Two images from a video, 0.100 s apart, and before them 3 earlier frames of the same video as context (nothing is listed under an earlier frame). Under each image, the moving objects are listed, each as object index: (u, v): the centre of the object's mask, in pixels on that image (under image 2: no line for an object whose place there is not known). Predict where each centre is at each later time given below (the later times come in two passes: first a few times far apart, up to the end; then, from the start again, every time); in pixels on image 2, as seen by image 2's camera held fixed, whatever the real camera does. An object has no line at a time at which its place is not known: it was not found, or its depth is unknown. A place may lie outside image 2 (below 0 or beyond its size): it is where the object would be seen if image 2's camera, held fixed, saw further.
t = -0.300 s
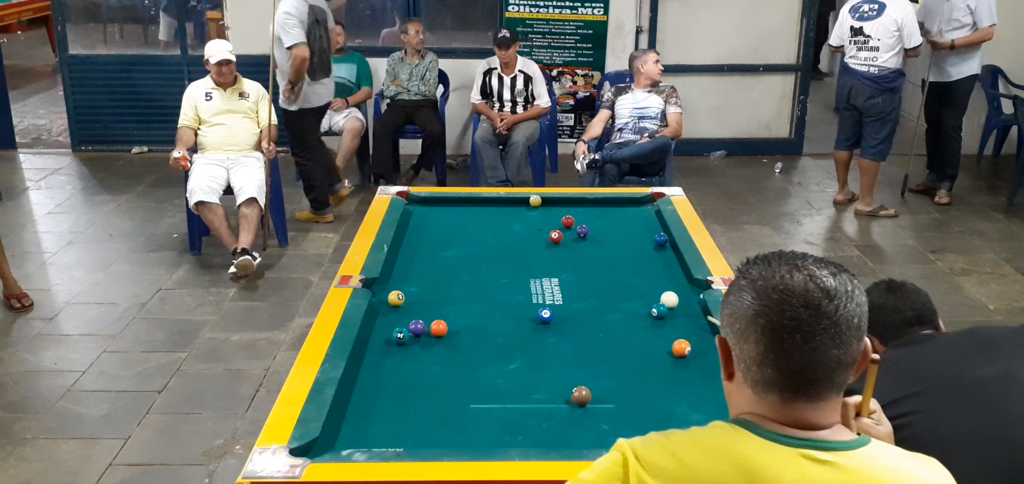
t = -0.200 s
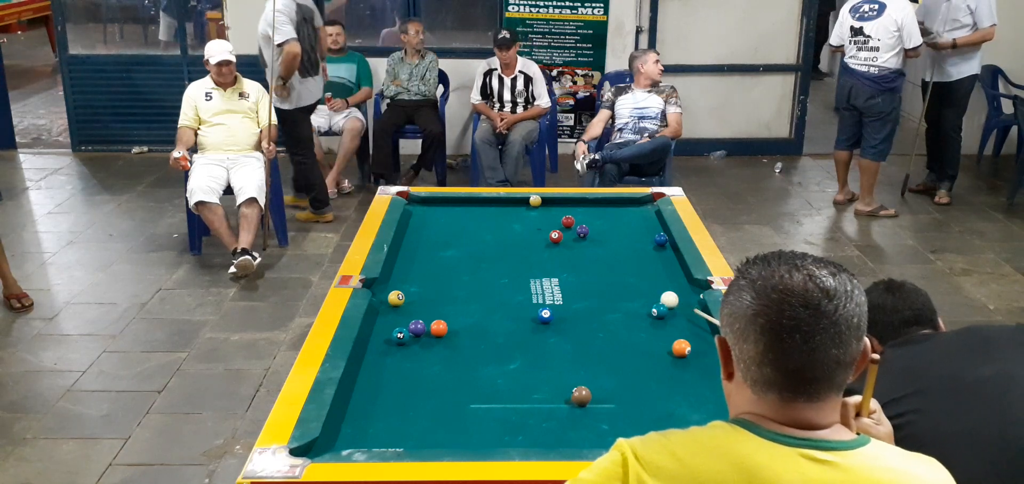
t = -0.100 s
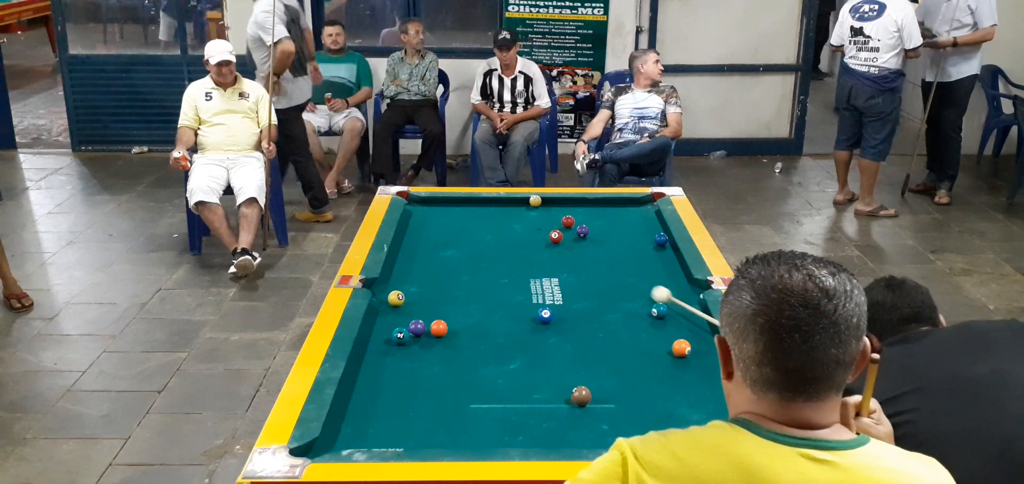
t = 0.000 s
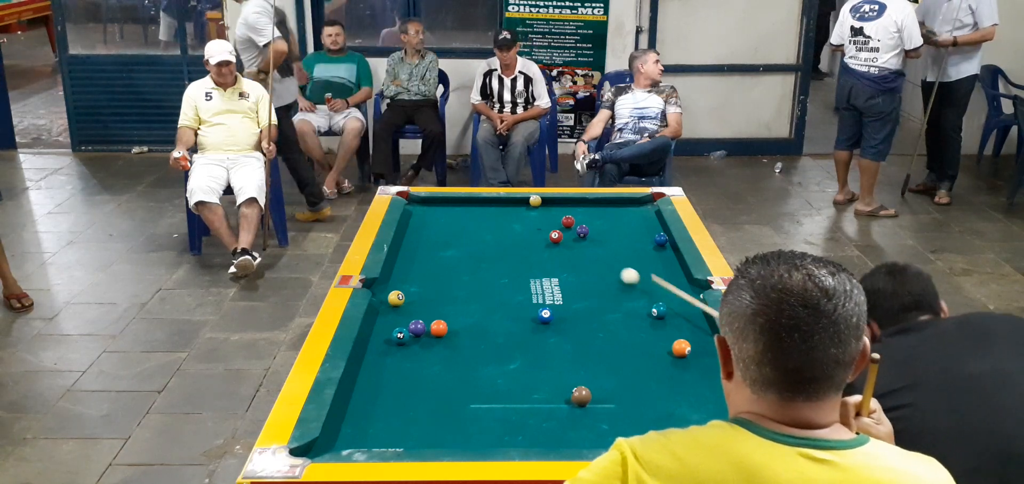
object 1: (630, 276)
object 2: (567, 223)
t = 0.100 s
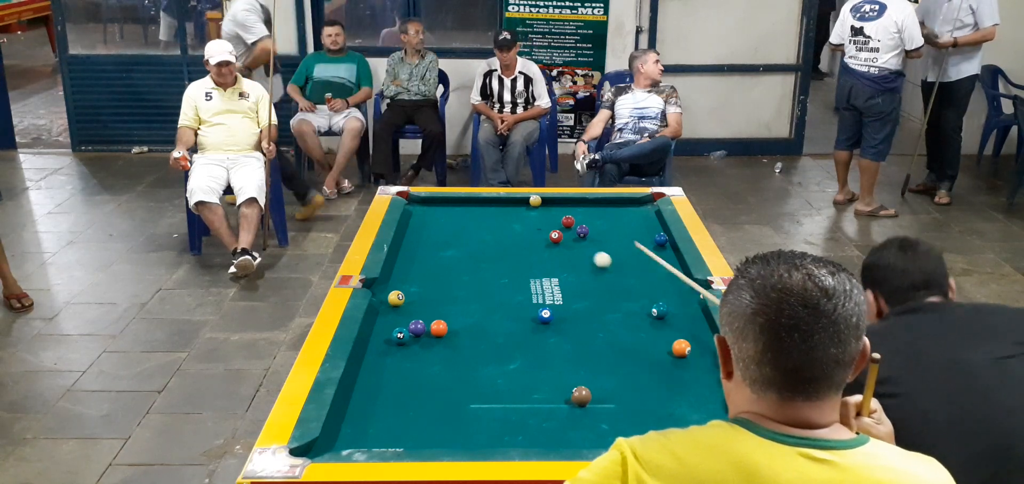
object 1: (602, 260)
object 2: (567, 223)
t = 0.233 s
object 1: (570, 241)
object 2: (567, 223)
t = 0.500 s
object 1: (564, 224)
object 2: (571, 217)
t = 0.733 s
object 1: (557, 217)
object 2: (573, 207)
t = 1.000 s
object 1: (549, 211)
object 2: (578, 204)
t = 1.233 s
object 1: (543, 206)
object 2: (582, 209)
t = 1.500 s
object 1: (541, 204)
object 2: (587, 216)
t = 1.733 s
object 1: (541, 204)
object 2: (591, 220)
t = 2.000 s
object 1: (541, 204)
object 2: (595, 224)
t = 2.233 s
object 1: (541, 204)
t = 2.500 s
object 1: (542, 202)
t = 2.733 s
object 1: (541, 204)
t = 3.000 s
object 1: (541, 204)
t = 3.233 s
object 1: (541, 204)
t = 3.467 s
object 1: (541, 204)
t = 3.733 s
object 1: (541, 204)
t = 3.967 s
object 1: (541, 204)
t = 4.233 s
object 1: (541, 204)
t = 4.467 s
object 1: (541, 204)
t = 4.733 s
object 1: (541, 204)
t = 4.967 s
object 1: (541, 204)
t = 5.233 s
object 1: (541, 204)
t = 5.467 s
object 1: (541, 204)
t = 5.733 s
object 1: (541, 204)
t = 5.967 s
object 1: (541, 204)
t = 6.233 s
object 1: (541, 204)
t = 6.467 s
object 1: (541, 204)
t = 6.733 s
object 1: (541, 204)
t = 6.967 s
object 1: (541, 204)
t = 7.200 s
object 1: (541, 204)
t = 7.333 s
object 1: (541, 204)
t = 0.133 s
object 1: (594, 255)
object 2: (567, 223)
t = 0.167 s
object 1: (585, 250)
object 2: (567, 223)
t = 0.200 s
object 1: (577, 245)
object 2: (567, 223)
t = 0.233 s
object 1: (570, 241)
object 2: (567, 223)
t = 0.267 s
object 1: (567, 237)
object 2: (567, 223)
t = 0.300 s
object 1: (568, 236)
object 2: (567, 222)
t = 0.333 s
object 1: (568, 233)
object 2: (567, 222)
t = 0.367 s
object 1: (568, 231)
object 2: (568, 220)
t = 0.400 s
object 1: (567, 229)
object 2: (568, 219)
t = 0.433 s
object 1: (567, 226)
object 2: (569, 219)
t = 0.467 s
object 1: (566, 225)
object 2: (570, 218)
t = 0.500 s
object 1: (564, 224)
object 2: (571, 217)
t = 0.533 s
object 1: (563, 223)
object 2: (571, 216)
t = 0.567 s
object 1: (562, 222)
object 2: (571, 215)
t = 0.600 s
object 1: (561, 221)
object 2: (571, 213)
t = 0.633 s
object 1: (560, 220)
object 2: (571, 212)
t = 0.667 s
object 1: (559, 219)
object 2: (572, 210)
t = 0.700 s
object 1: (558, 218)
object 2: (572, 209)
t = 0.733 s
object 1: (557, 217)
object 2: (573, 207)
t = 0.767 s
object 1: (556, 216)
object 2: (574, 205)
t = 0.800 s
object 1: (555, 215)
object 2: (574, 204)
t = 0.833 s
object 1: (554, 215)
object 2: (574, 203)
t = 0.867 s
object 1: (553, 214)
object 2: (575, 202)
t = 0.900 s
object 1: (552, 213)
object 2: (576, 202)
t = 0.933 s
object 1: (551, 212)
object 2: (576, 203)
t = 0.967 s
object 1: (550, 211)
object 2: (577, 203)
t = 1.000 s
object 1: (549, 211)
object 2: (578, 204)
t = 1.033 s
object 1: (548, 210)
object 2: (578, 205)
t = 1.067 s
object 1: (547, 209)
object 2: (579, 206)
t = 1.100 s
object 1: (546, 208)
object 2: (580, 207)
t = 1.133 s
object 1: (546, 208)
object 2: (580, 207)
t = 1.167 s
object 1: (545, 207)
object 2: (581, 208)
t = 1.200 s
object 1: (544, 207)
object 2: (582, 209)
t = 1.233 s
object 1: (543, 206)
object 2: (582, 209)
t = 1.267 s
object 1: (542, 205)
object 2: (583, 210)
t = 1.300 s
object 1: (542, 205)
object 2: (583, 211)
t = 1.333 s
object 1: (541, 204)
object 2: (584, 211)
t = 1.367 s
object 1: (540, 204)
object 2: (585, 212)
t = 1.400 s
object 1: (541, 204)
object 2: (585, 214)
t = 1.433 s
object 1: (541, 204)
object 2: (586, 214)
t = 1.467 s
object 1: (541, 204)
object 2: (586, 214)
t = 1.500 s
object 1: (541, 204)
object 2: (587, 216)
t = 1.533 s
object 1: (541, 204)
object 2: (587, 216)
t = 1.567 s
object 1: (541, 204)
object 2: (588, 217)
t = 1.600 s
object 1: (541, 204)
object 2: (589, 217)
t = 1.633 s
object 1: (541, 204)
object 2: (589, 218)
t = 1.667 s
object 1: (541, 204)
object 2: (589, 219)
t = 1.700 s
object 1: (541, 204)
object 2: (590, 220)
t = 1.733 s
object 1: (541, 204)
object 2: (591, 220)
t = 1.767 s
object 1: (541, 204)
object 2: (591, 220)
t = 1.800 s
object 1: (541, 204)
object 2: (591, 221)
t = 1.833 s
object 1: (541, 204)
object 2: (592, 222)
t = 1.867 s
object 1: (541, 204)
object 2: (592, 222)
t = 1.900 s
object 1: (541, 204)
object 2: (593, 223)
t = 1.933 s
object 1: (541, 204)
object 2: (594, 223)
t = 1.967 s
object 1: (541, 204)
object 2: (594, 224)
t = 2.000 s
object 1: (541, 204)
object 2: (595, 224)
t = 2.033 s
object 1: (541, 204)
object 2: (595, 225)
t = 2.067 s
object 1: (541, 204)
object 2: (595, 225)
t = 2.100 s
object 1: (541, 204)
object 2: (596, 226)
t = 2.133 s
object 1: (541, 204)
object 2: (596, 226)
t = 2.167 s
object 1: (541, 204)
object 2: (596, 224)
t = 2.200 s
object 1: (541, 204)
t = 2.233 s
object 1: (541, 204)
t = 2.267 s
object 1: (541, 204)
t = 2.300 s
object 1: (541, 204)
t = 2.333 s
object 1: (541, 204)
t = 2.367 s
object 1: (541, 204)
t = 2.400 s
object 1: (541, 204)
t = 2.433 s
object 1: (541, 204)
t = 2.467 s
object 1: (541, 203)
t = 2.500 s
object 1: (542, 202)
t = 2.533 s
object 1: (542, 202)
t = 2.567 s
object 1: (541, 203)
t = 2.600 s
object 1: (541, 204)
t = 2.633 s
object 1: (541, 204)
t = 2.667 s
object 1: (541, 204)
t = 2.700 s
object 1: (541, 204)
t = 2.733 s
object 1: (541, 204)
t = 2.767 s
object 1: (541, 204)
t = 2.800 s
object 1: (541, 204)
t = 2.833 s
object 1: (541, 204)
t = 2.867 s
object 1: (541, 204)
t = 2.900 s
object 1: (541, 204)
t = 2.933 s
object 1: (541, 204)
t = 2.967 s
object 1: (541, 204)
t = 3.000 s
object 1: (541, 204)
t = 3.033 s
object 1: (541, 204)
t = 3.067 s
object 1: (541, 204)
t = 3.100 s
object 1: (541, 204)
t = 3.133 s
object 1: (541, 204)
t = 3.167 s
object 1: (541, 204)
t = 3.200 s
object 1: (541, 204)
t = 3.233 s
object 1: (541, 204)
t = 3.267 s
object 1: (541, 204)
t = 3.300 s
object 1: (541, 204)
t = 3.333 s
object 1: (541, 204)
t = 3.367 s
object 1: (541, 204)
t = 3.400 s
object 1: (541, 204)
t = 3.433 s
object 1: (541, 204)
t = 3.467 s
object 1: (541, 204)
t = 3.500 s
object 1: (541, 204)
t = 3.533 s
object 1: (541, 204)
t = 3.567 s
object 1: (541, 204)
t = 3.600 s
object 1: (541, 204)
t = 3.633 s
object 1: (541, 204)
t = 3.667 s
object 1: (541, 204)
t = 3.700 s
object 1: (541, 204)
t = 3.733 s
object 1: (541, 204)
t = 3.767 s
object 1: (541, 204)
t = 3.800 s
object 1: (541, 204)
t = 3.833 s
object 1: (541, 204)
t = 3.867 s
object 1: (541, 204)
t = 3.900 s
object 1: (541, 204)
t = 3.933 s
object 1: (541, 204)
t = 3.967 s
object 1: (541, 204)
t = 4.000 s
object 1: (541, 204)
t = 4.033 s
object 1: (541, 204)
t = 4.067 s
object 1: (541, 204)
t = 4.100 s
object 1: (541, 204)
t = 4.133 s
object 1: (541, 204)
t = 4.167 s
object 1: (541, 204)
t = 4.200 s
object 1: (541, 204)
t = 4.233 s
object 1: (541, 204)
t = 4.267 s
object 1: (541, 204)
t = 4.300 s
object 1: (541, 204)
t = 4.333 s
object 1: (541, 204)
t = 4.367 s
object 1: (541, 204)
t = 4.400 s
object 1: (541, 204)
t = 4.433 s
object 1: (541, 204)
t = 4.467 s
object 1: (541, 204)
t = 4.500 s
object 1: (541, 204)
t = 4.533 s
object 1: (541, 204)
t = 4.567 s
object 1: (541, 204)
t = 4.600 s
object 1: (541, 204)
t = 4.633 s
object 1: (541, 204)
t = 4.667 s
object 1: (541, 204)
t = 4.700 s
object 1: (541, 204)
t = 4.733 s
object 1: (541, 204)
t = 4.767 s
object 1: (541, 204)
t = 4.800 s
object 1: (541, 204)
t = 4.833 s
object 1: (541, 204)
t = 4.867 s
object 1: (541, 204)
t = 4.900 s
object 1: (541, 204)
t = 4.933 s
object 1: (541, 204)
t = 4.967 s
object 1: (541, 204)
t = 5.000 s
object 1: (541, 204)
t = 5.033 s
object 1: (541, 204)
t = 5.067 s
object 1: (541, 204)
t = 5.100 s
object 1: (541, 204)
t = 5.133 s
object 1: (541, 204)
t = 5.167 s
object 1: (541, 204)
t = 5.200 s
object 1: (541, 204)
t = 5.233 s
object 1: (541, 204)
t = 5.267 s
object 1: (541, 204)
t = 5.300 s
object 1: (541, 204)
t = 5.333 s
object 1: (541, 204)
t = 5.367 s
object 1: (541, 204)
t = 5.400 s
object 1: (541, 204)
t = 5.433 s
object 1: (541, 204)
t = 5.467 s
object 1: (541, 204)
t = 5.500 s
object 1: (541, 204)
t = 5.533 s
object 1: (541, 204)
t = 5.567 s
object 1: (541, 204)
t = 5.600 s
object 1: (541, 204)
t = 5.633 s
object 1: (541, 204)
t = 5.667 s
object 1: (541, 204)
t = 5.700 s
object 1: (541, 204)
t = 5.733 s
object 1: (541, 204)
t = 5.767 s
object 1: (541, 204)
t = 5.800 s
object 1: (541, 204)
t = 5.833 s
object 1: (541, 204)
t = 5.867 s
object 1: (541, 204)
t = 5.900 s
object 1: (541, 204)
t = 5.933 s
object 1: (541, 204)
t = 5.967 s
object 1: (541, 204)
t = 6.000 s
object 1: (541, 204)
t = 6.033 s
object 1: (541, 204)
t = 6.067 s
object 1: (541, 204)
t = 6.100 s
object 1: (541, 204)
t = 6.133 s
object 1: (541, 204)
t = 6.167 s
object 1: (541, 204)
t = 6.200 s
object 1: (541, 204)
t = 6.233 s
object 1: (541, 204)
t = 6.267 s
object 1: (541, 204)
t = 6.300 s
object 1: (541, 204)
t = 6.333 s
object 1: (541, 204)
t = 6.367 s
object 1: (541, 204)
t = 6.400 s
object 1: (541, 204)
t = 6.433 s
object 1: (541, 204)
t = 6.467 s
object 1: (541, 204)
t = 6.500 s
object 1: (541, 204)
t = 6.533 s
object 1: (541, 204)
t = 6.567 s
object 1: (541, 204)
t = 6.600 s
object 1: (541, 204)
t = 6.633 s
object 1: (541, 204)
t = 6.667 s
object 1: (541, 204)
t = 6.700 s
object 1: (541, 204)
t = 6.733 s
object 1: (541, 204)
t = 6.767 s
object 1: (541, 204)
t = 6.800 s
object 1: (541, 204)
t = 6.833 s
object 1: (541, 204)
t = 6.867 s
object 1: (541, 204)
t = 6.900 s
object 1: (541, 204)
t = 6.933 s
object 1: (541, 204)
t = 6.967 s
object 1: (541, 204)
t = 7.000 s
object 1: (541, 204)
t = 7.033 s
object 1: (541, 204)
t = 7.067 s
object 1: (541, 204)
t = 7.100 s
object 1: (541, 204)
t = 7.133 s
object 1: (541, 204)
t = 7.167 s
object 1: (541, 204)
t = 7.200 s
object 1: (541, 204)
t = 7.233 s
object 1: (541, 204)
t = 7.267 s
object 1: (541, 204)
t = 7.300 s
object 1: (541, 204)
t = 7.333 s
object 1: (541, 204)
